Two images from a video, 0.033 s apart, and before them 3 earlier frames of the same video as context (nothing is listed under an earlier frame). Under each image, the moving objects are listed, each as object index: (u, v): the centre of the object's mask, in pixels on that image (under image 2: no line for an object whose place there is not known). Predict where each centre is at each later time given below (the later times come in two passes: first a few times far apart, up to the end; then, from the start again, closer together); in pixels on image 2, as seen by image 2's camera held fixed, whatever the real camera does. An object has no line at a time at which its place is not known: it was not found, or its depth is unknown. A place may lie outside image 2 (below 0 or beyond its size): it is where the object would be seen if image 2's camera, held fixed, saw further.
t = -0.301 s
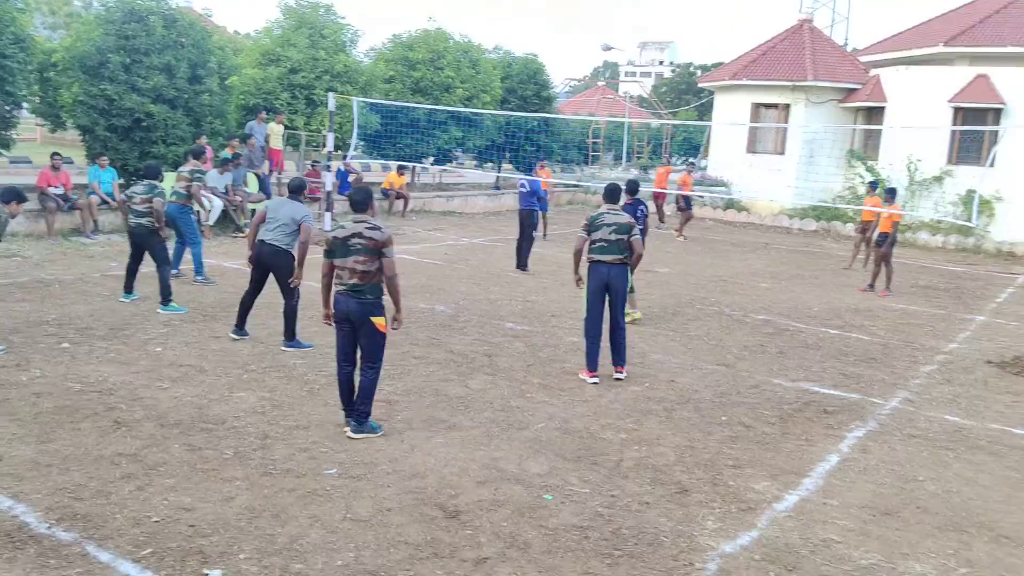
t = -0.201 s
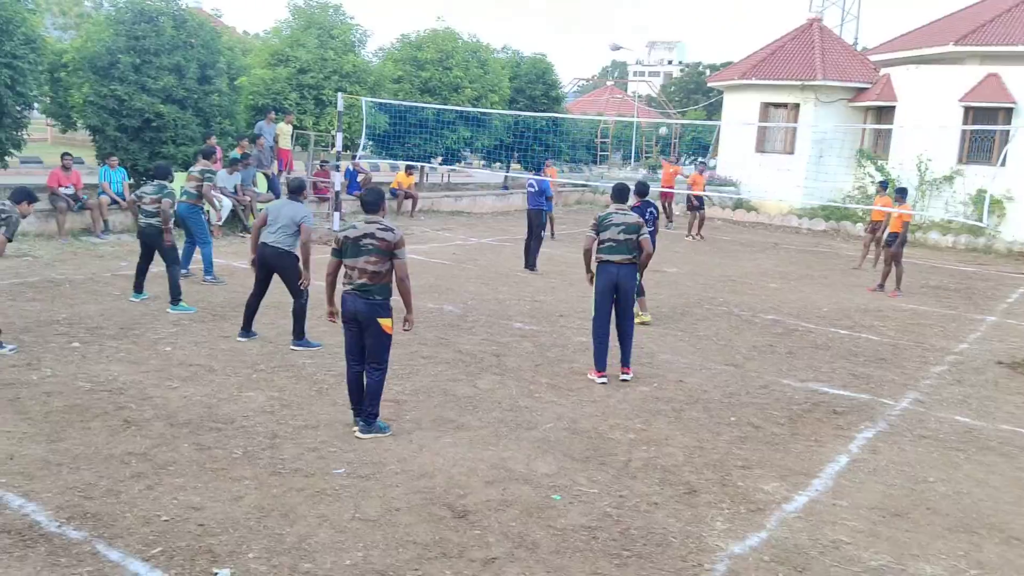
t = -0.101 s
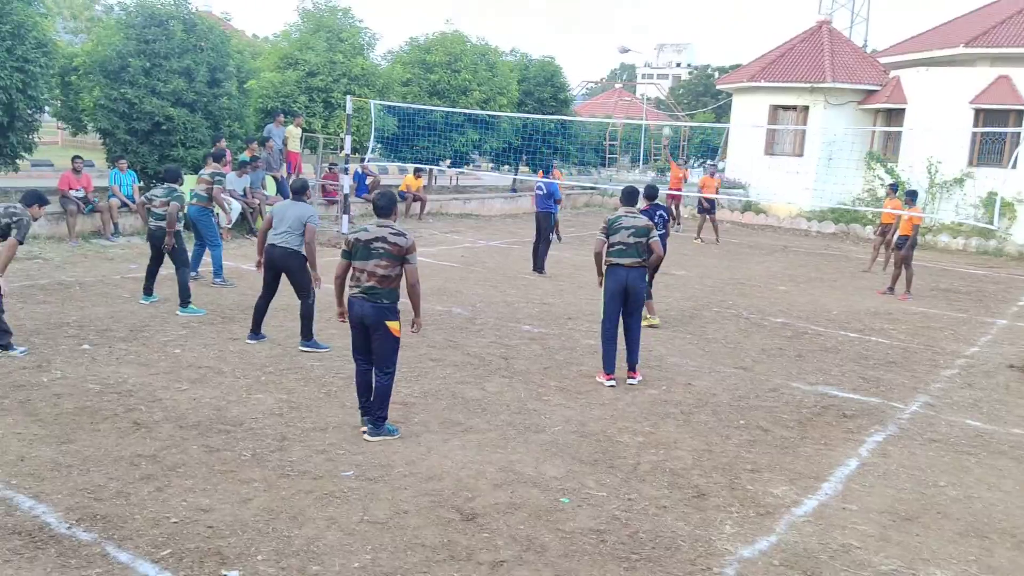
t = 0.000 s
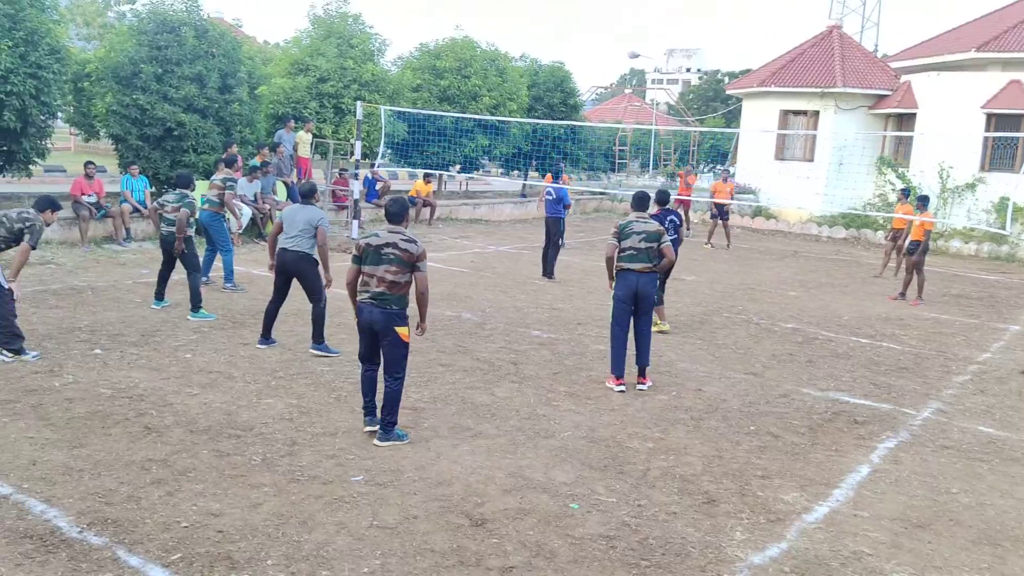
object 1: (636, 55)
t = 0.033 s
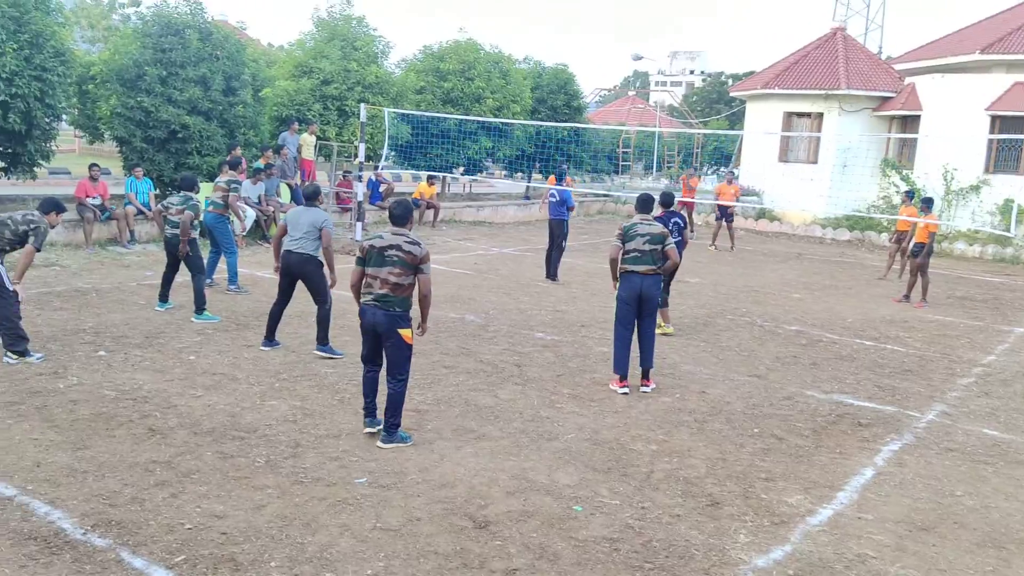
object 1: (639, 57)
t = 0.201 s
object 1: (640, 61)
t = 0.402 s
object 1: (610, 25)
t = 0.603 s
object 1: (575, 4)
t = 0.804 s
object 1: (536, 7)
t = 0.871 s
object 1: (520, 15)
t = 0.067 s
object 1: (637, 57)
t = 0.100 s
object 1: (637, 57)
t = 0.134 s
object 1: (638, 57)
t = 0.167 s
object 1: (638, 58)
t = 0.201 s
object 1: (640, 61)
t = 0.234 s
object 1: (636, 55)
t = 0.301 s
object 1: (626, 42)
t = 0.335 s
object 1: (621, 36)
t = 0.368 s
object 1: (616, 31)
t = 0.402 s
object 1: (610, 25)
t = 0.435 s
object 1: (605, 21)
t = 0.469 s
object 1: (599, 16)
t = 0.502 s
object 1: (594, 13)
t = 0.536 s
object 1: (588, 9)
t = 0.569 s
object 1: (583, 7)
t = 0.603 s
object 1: (575, 4)
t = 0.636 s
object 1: (570, 2)
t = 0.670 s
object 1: (564, 2)
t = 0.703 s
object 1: (558, 2)
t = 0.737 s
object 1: (551, 3)
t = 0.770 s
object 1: (543, 4)
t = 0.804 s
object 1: (536, 7)
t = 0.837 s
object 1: (529, 11)
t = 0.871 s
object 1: (520, 15)
